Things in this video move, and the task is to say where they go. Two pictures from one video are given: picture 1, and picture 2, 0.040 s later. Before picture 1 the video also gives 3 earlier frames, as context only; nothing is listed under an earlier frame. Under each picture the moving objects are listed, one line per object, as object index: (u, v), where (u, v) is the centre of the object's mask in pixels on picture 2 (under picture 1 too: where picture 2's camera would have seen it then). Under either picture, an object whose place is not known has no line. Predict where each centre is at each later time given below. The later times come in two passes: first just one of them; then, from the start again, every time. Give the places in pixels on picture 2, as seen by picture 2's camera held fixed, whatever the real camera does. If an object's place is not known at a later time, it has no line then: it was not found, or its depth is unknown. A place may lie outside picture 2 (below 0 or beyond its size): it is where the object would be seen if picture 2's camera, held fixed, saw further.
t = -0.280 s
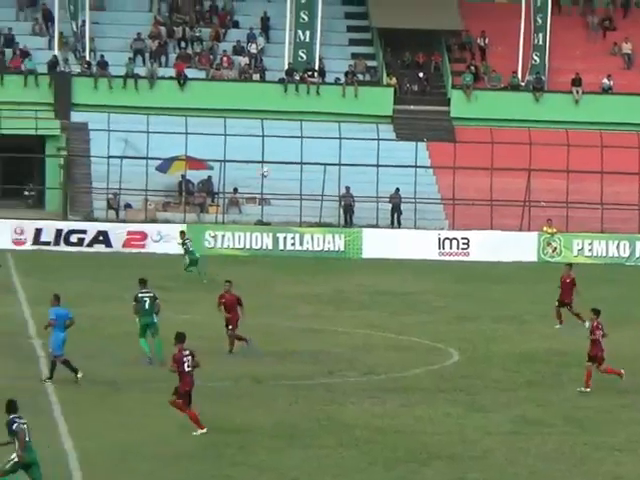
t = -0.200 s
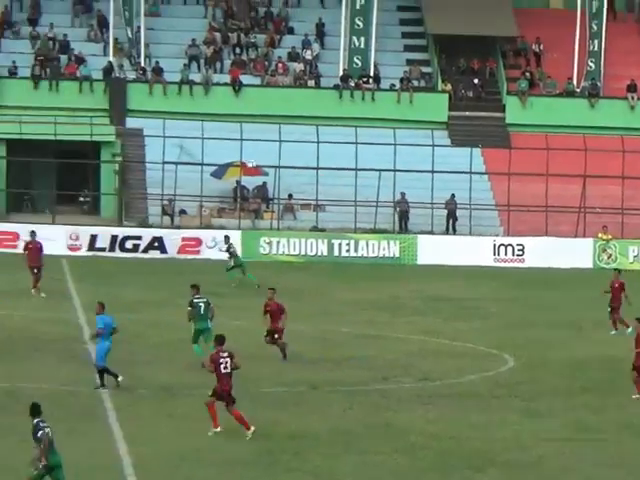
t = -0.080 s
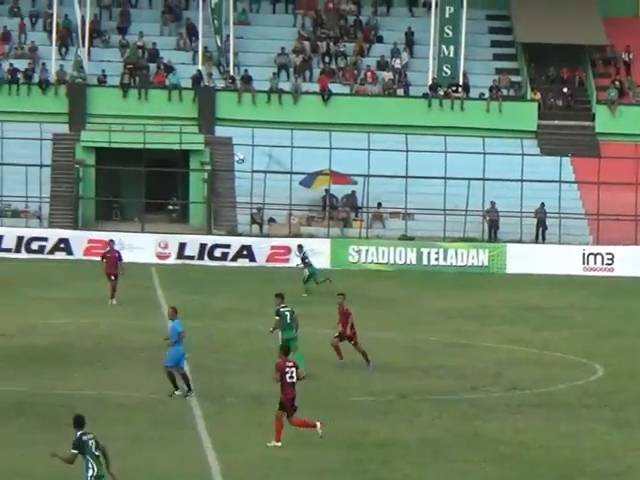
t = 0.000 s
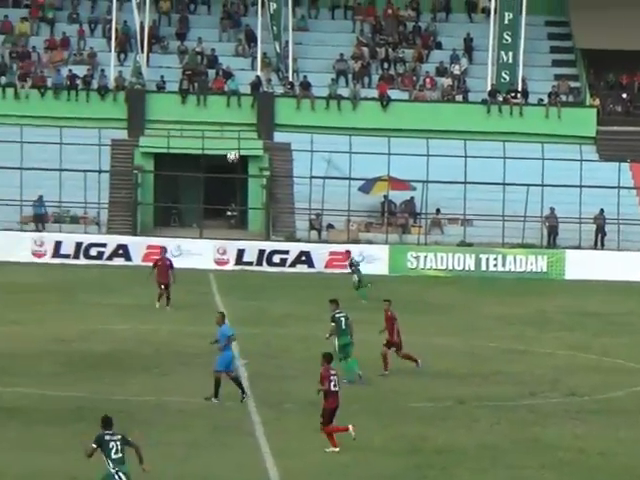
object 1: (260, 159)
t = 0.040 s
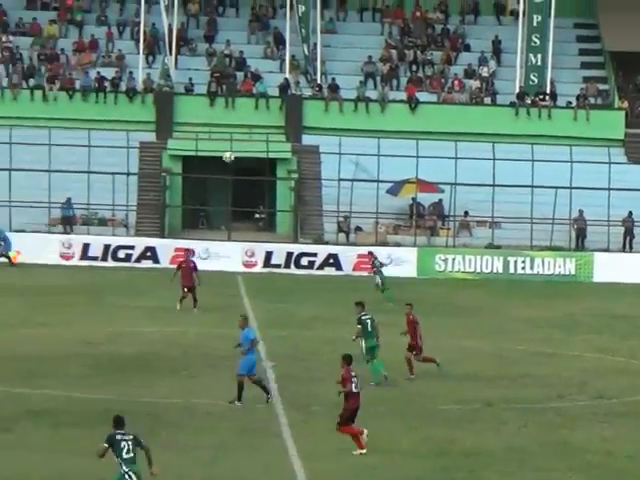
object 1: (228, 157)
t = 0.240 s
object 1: (66, 154)
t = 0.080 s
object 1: (195, 155)
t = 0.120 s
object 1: (163, 152)
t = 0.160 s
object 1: (131, 153)
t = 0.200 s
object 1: (99, 153)
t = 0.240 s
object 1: (66, 154)
